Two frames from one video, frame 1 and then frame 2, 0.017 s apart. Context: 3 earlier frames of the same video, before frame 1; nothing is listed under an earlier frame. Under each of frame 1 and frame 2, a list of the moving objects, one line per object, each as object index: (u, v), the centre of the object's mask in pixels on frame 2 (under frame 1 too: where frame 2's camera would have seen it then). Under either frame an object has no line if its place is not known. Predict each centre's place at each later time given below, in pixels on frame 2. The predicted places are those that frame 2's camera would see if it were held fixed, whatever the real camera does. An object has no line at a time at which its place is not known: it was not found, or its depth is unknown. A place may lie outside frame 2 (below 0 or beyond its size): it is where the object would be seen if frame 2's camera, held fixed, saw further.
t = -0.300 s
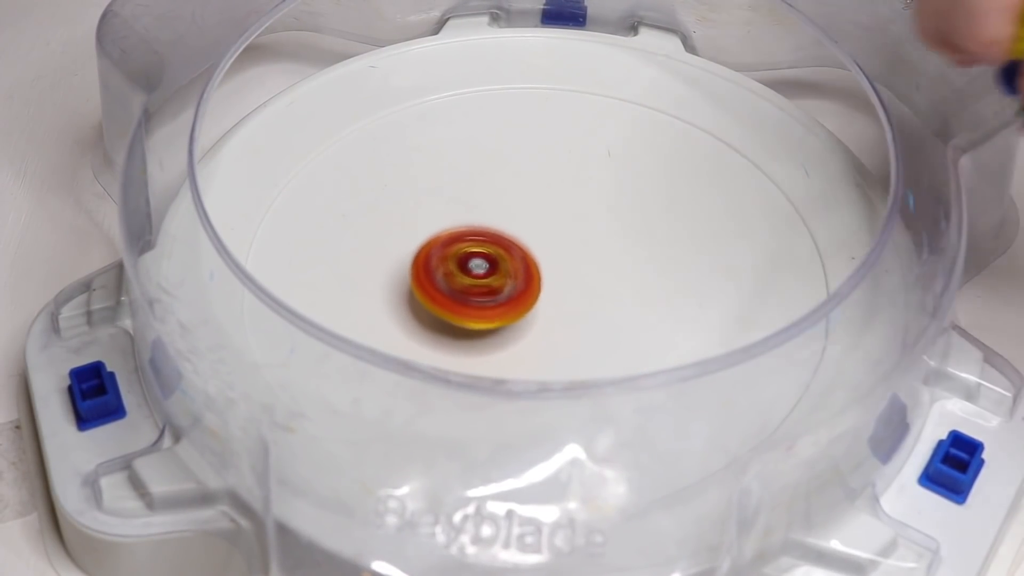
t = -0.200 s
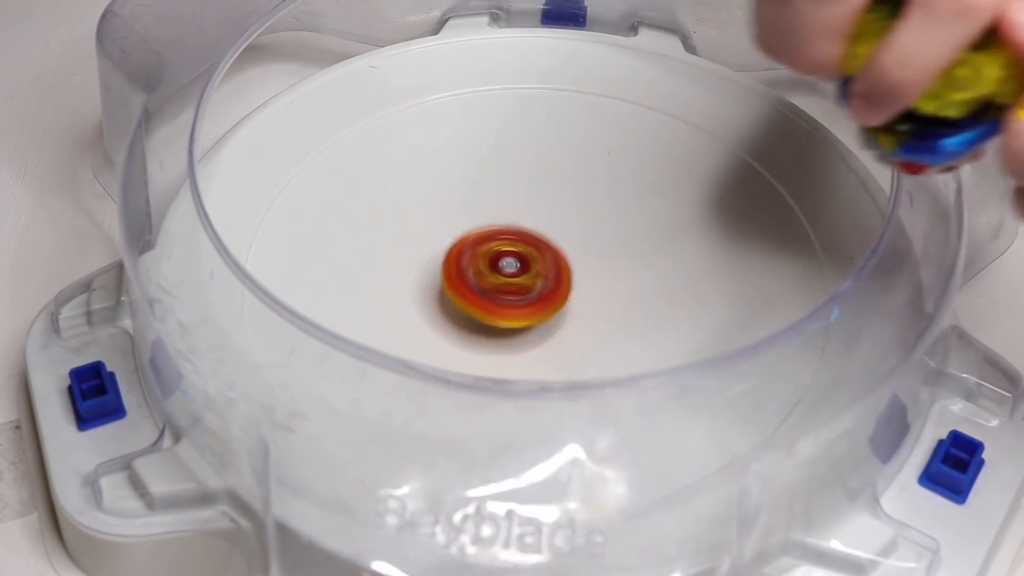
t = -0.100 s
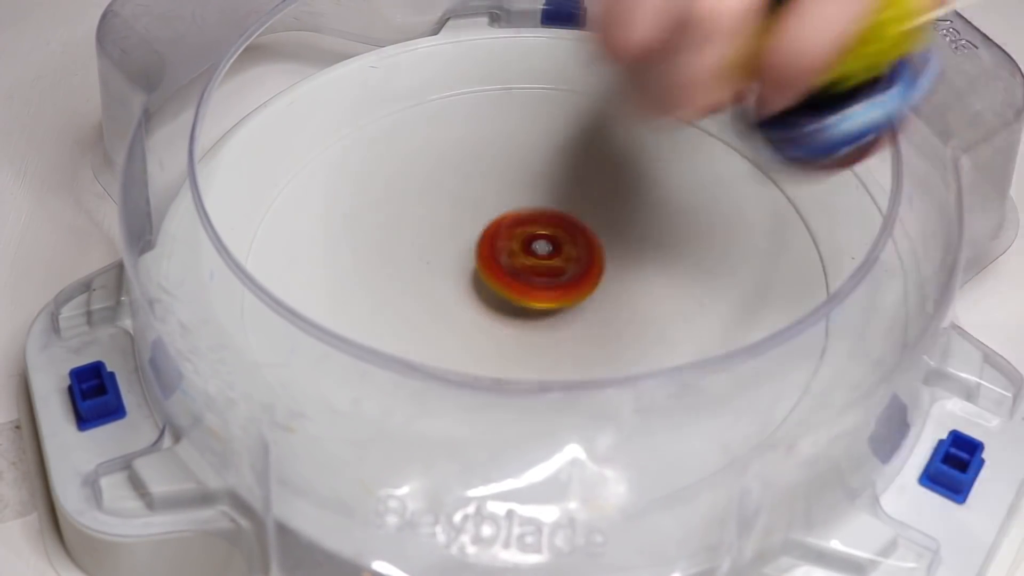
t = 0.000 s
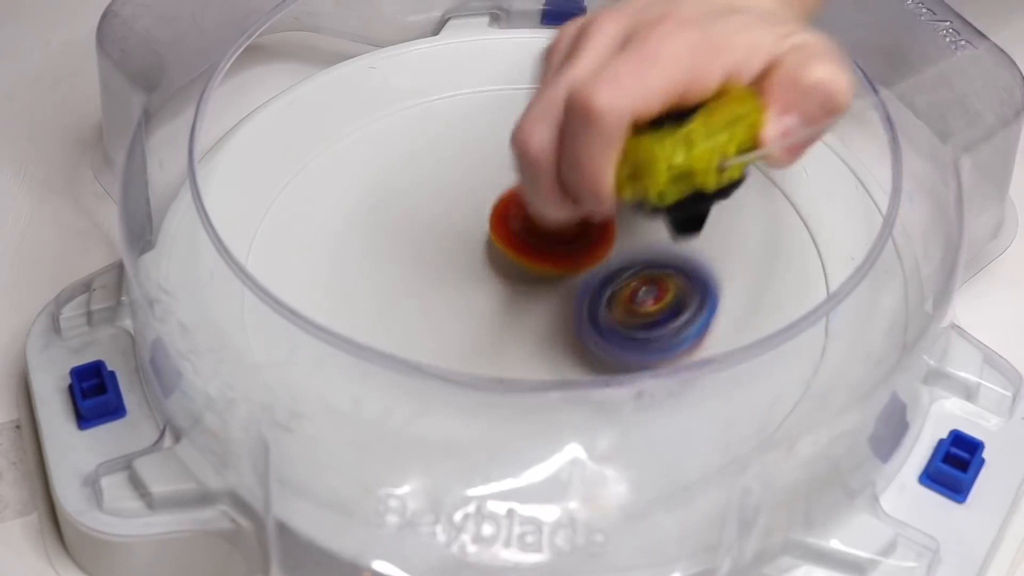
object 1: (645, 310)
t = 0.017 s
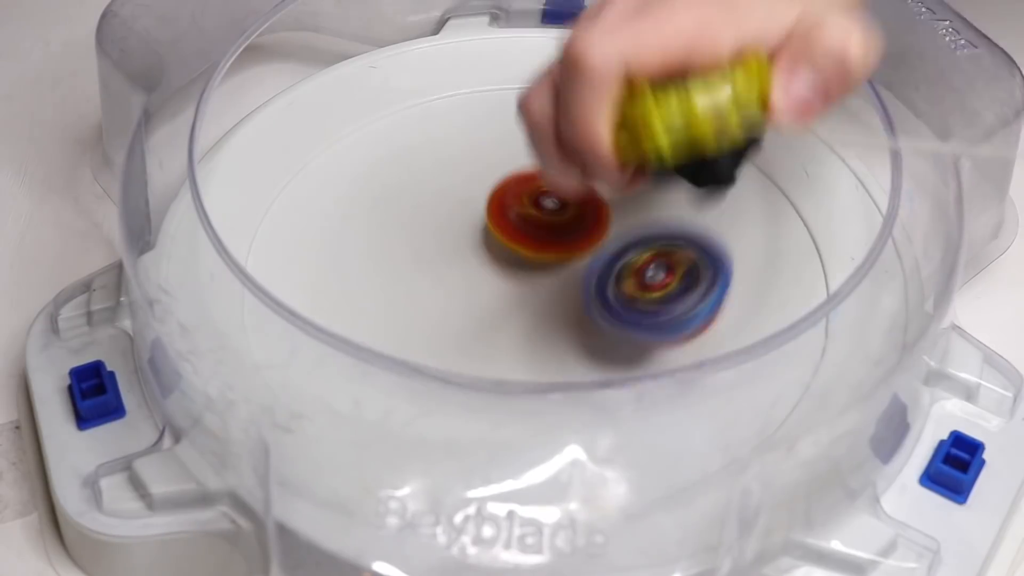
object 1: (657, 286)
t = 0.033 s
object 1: (668, 266)
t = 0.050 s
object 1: (678, 249)
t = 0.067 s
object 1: (687, 239)
